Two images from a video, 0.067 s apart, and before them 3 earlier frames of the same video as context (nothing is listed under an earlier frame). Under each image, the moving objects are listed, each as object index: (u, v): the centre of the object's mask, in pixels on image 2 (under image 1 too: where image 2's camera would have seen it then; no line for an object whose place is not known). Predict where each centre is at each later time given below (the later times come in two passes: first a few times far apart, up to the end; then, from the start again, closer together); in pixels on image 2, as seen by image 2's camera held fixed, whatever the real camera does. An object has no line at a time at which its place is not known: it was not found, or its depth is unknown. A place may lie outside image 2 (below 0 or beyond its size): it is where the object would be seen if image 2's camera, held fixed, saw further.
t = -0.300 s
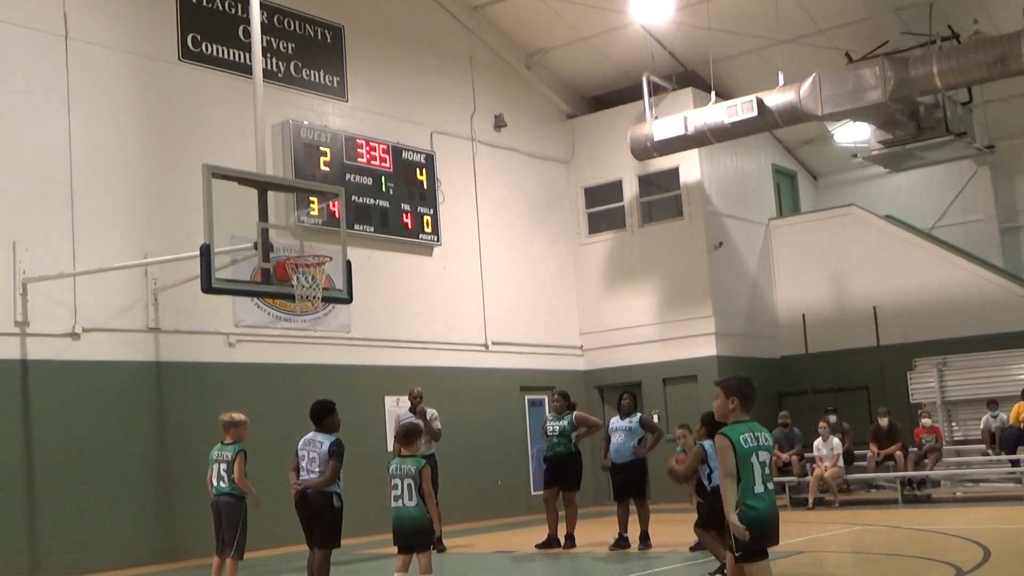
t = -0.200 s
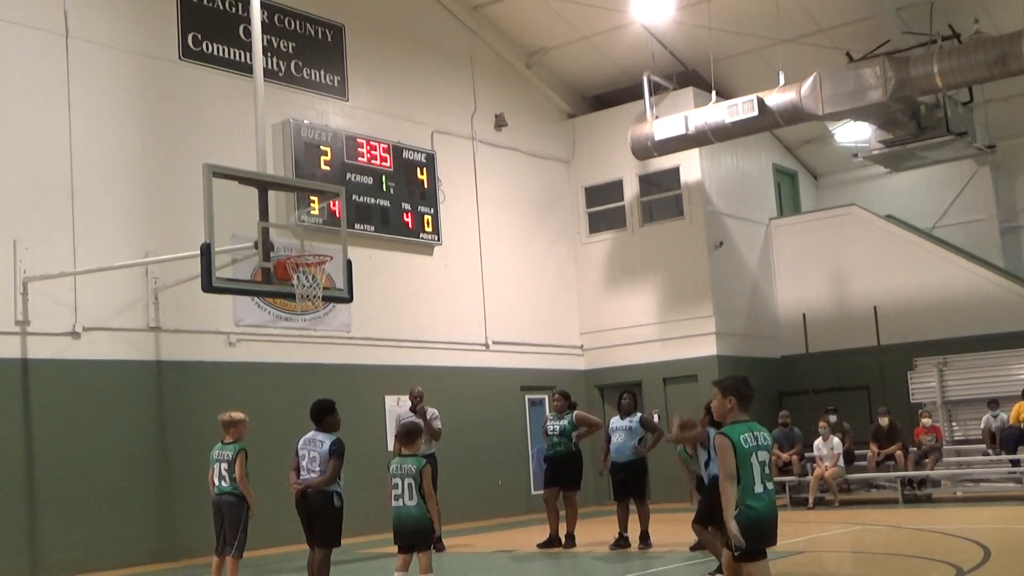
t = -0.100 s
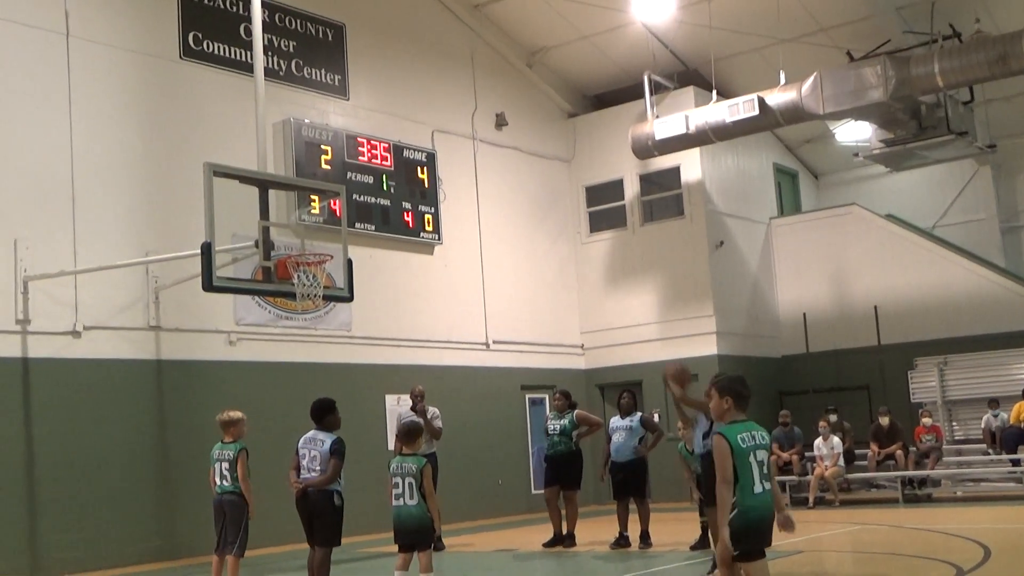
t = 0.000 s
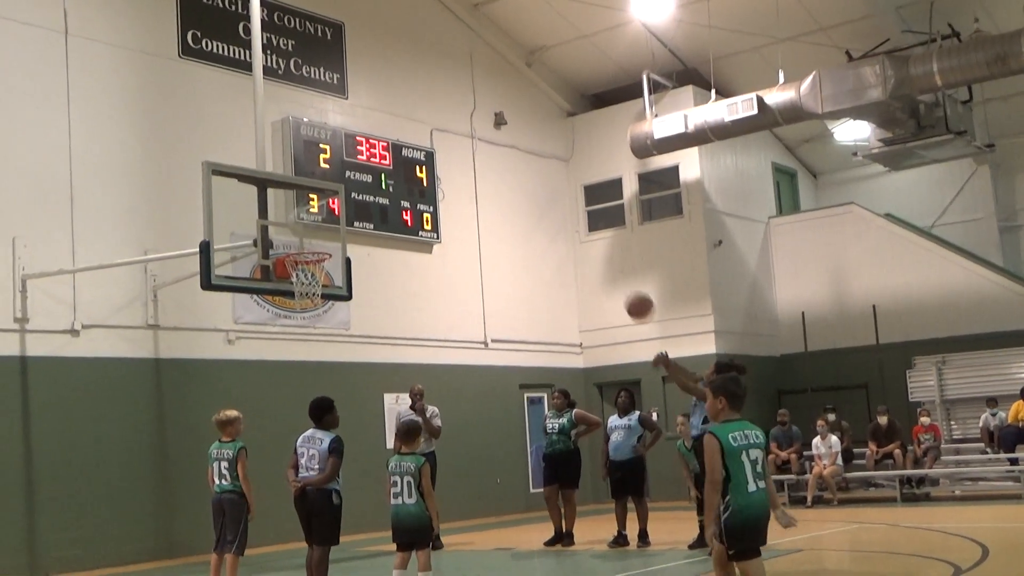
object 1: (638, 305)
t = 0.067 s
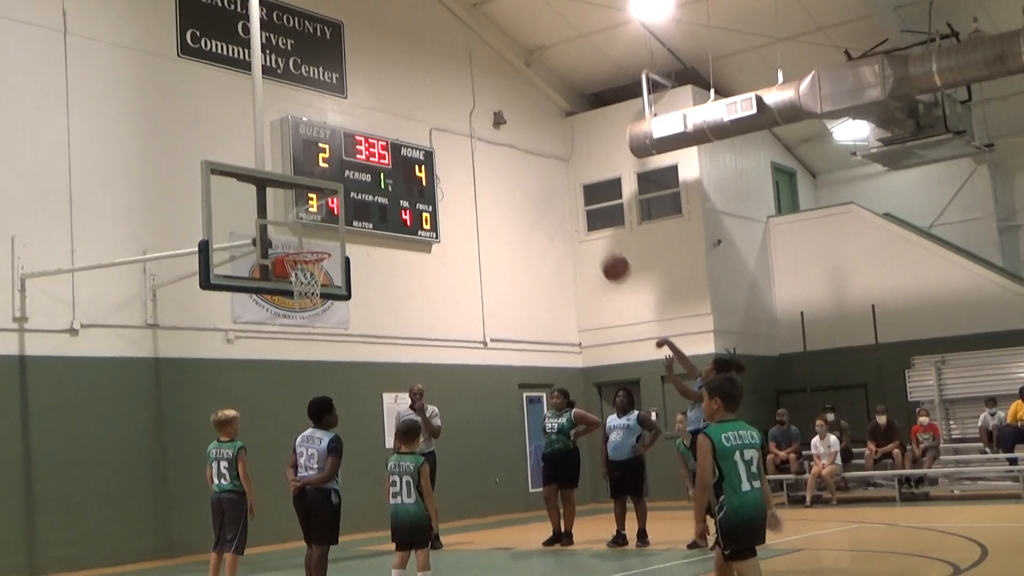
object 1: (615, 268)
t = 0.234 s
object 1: (564, 199)
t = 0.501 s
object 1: (494, 160)
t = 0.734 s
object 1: (443, 186)
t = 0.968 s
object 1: (399, 264)
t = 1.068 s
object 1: (382, 312)
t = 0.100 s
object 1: (605, 251)
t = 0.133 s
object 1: (593, 235)
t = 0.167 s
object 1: (583, 222)
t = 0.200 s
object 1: (573, 210)
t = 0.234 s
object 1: (564, 199)
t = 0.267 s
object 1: (554, 189)
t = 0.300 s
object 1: (545, 182)
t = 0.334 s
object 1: (536, 175)
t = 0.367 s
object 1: (527, 169)
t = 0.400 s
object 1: (519, 165)
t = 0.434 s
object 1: (510, 162)
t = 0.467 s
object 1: (502, 160)
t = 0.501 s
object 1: (494, 160)
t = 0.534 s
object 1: (486, 160)
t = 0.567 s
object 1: (479, 162)
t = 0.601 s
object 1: (471, 165)
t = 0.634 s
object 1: (463, 169)
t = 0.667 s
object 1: (456, 174)
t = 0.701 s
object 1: (450, 179)
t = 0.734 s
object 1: (443, 186)
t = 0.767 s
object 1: (437, 194)
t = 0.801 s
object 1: (429, 203)
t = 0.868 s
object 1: (415, 224)
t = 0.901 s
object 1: (411, 237)
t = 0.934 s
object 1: (405, 250)
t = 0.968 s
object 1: (399, 264)
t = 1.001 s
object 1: (393, 279)
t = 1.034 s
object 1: (387, 295)
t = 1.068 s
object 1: (382, 312)
